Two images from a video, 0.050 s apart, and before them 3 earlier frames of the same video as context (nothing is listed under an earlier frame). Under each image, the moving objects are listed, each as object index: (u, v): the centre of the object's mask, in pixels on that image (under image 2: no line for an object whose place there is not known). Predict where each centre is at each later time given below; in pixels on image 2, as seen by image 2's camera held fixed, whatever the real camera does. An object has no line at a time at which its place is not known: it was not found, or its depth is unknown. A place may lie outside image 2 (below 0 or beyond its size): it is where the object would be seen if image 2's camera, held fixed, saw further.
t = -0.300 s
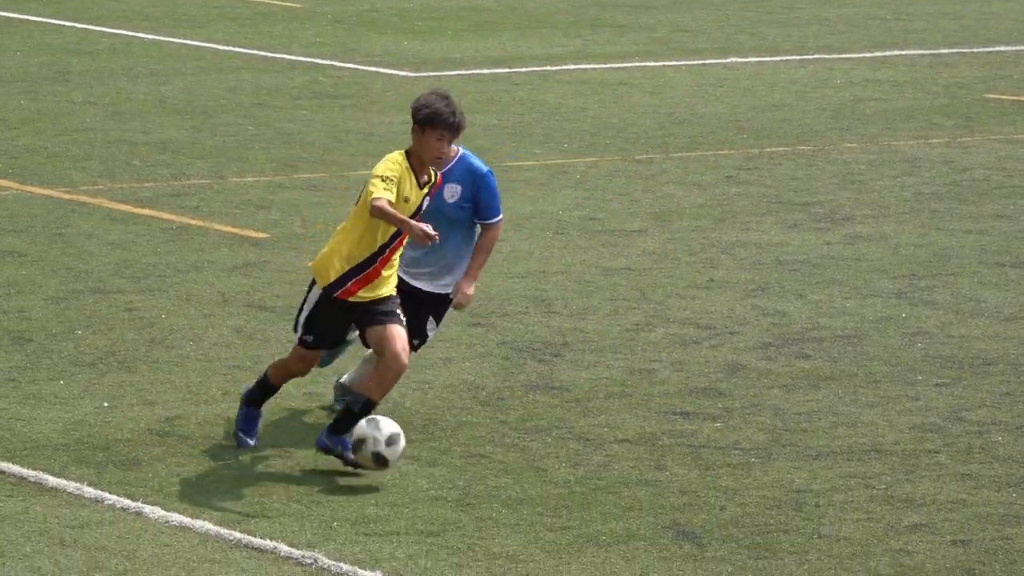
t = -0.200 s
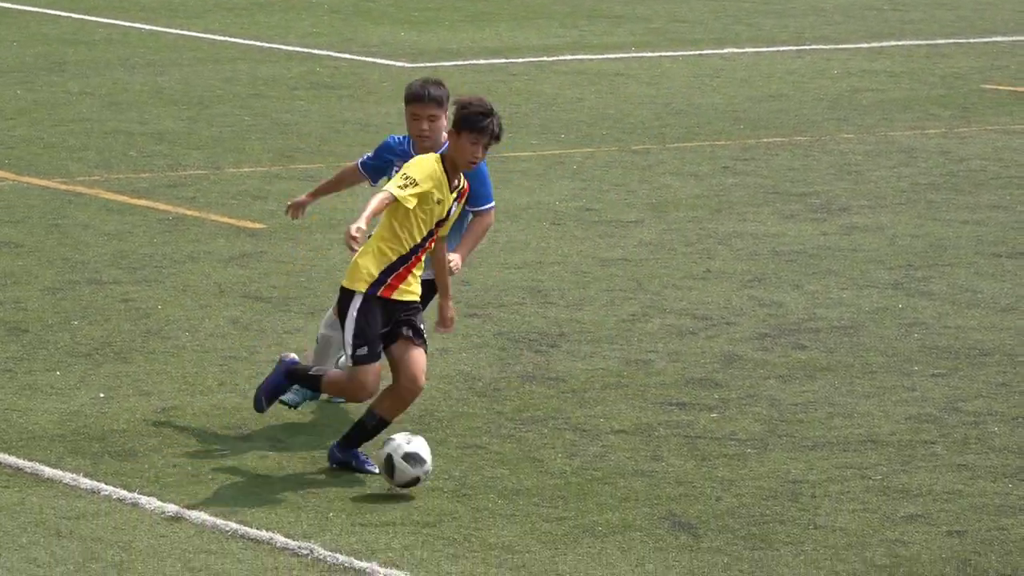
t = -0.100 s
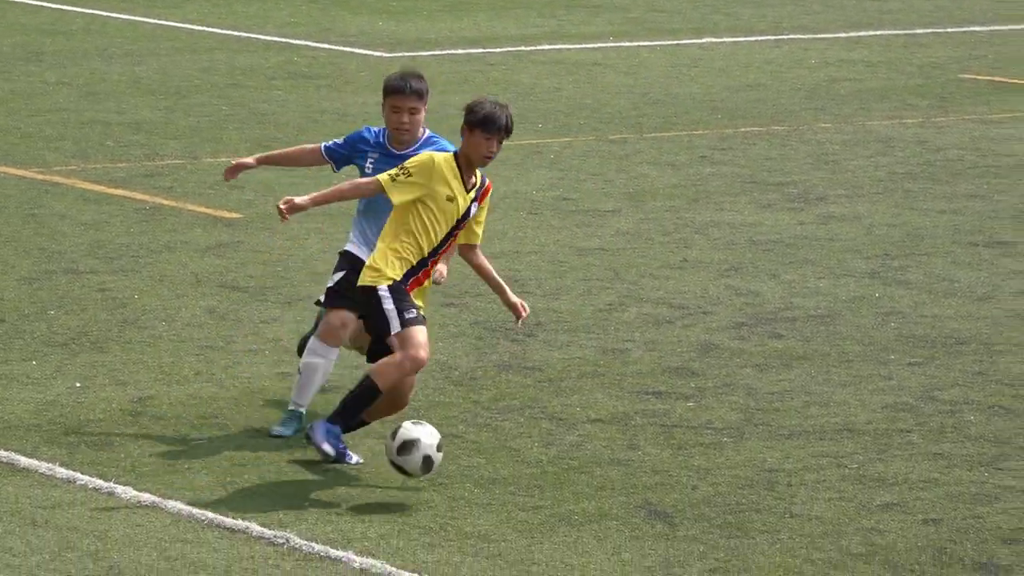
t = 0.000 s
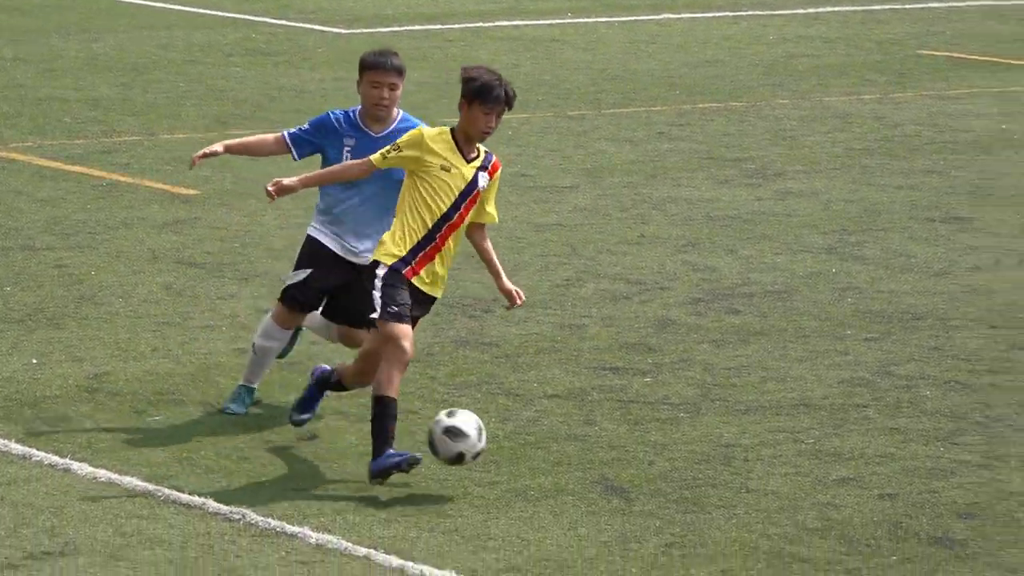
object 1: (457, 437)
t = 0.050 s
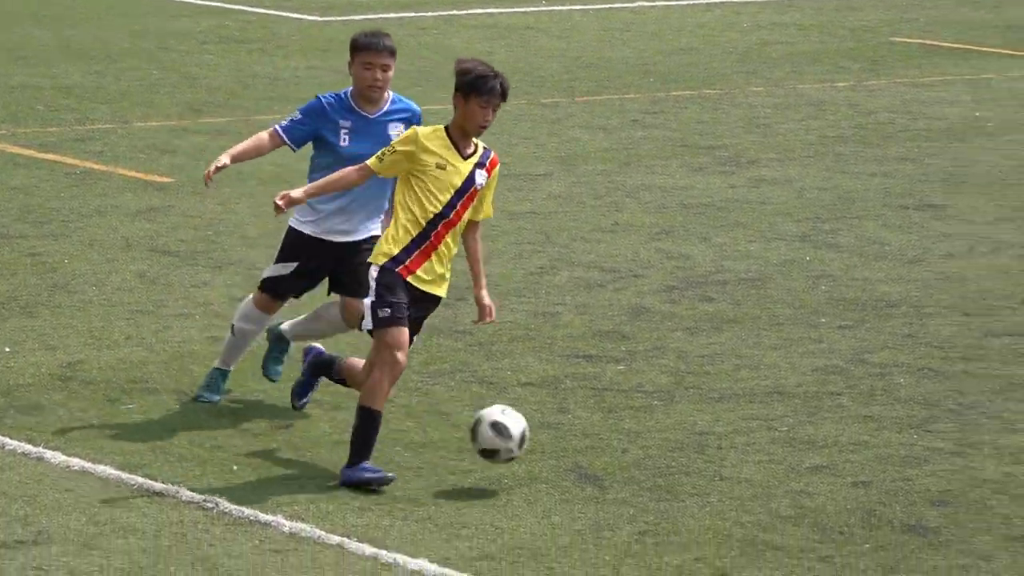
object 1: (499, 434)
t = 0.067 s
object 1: (522, 438)
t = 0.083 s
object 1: (545, 444)
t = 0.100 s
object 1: (568, 449)
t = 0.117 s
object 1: (592, 456)
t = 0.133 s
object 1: (615, 464)
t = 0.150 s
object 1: (639, 472)
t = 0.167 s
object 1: (660, 478)
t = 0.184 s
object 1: (676, 475)
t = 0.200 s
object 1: (692, 472)
